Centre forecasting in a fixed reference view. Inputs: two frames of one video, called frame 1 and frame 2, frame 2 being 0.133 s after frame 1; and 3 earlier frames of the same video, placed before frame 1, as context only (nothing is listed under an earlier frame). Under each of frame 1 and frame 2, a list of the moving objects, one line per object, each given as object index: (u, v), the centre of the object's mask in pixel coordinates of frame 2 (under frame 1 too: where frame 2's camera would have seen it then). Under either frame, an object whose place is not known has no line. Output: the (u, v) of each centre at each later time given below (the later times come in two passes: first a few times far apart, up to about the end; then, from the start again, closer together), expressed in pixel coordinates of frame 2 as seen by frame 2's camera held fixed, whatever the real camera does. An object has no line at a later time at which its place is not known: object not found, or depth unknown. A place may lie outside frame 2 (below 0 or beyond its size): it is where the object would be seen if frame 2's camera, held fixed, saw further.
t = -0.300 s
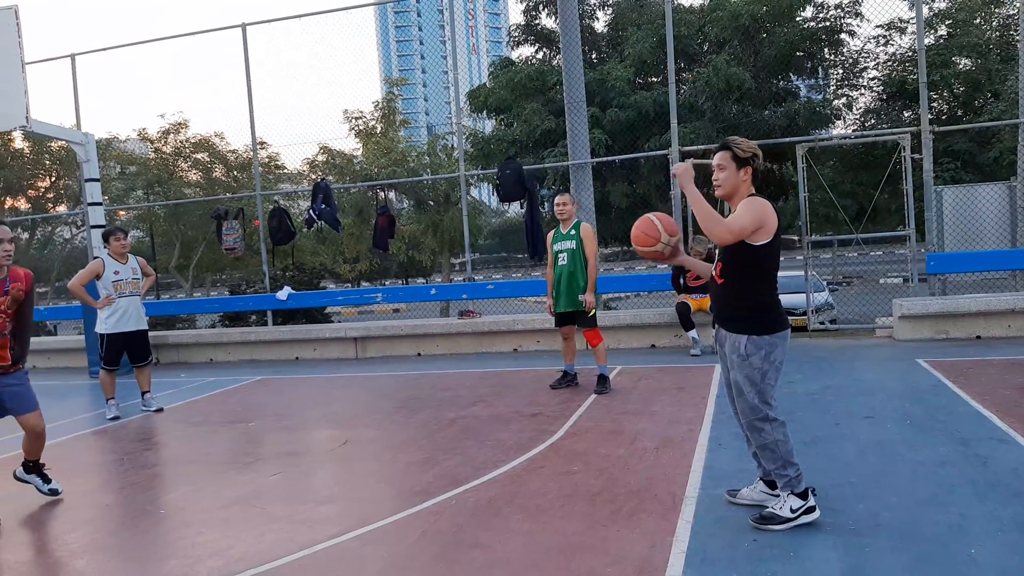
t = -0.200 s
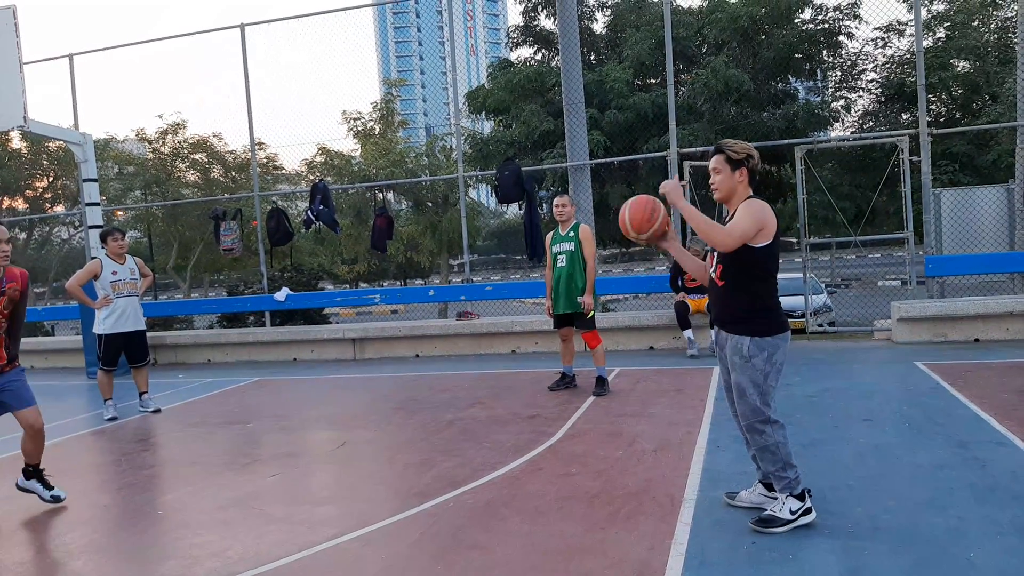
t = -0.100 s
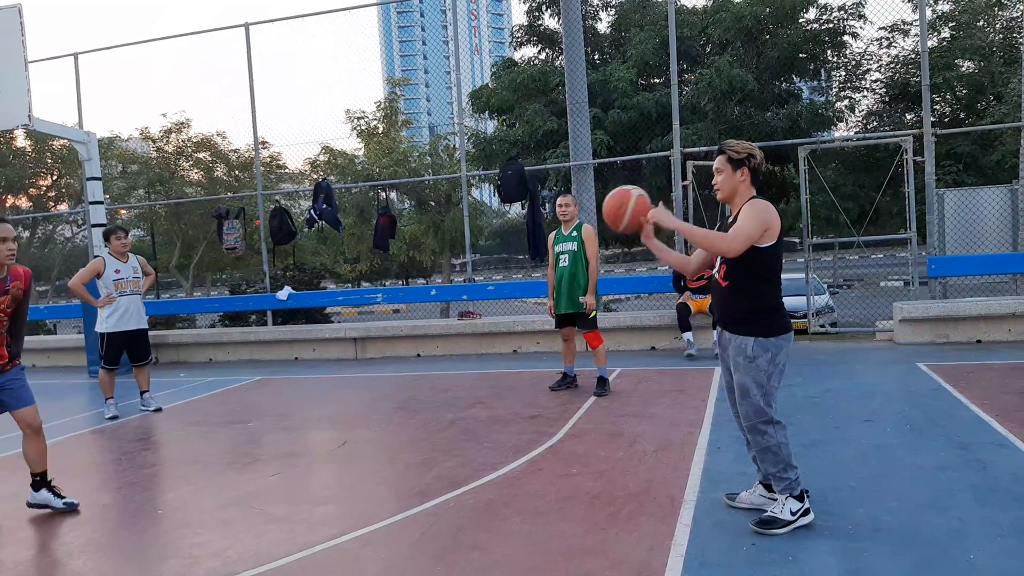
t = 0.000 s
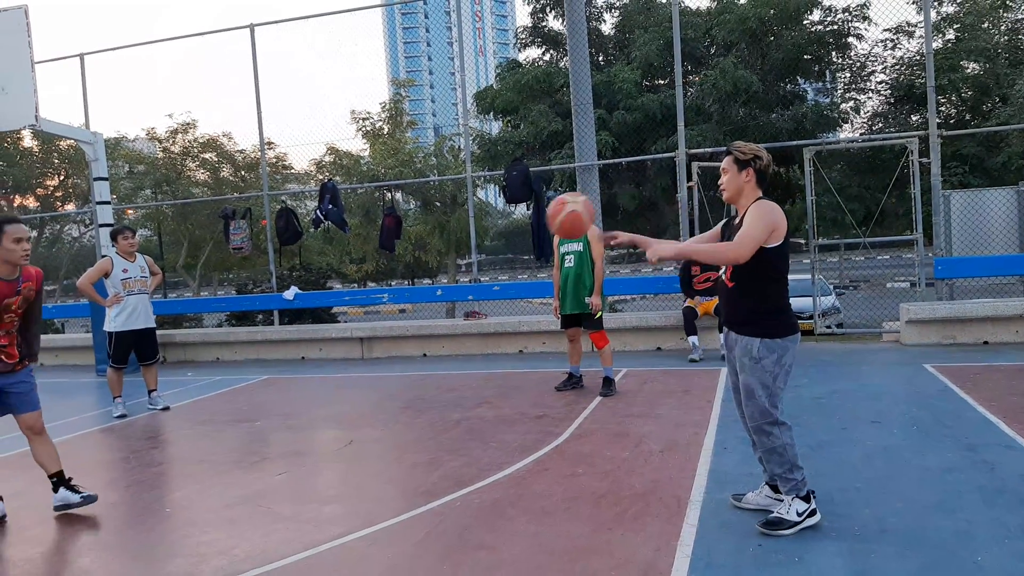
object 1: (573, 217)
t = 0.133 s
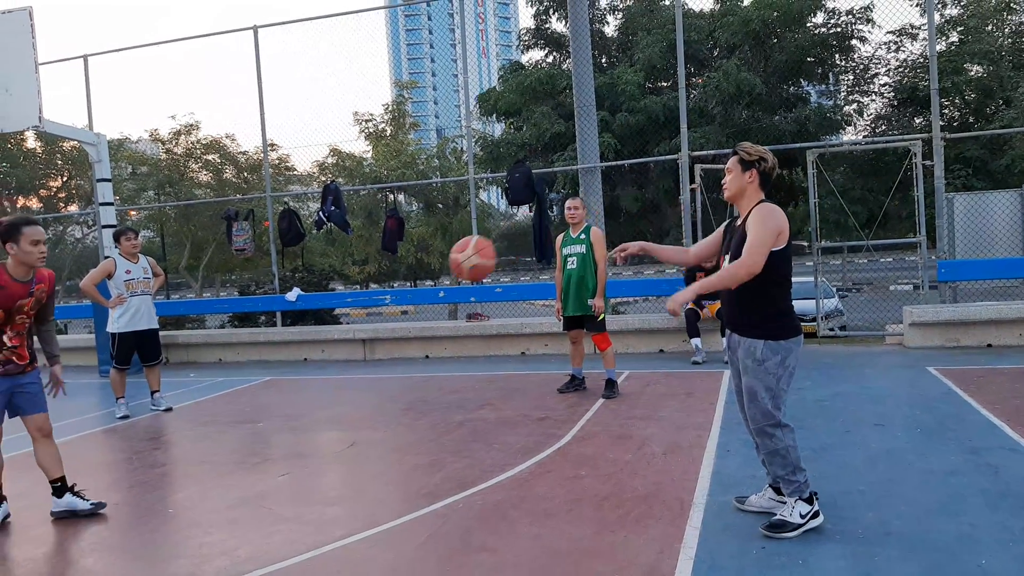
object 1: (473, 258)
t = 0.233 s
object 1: (402, 310)
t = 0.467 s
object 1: (255, 470)
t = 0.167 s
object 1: (449, 273)
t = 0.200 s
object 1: (425, 290)
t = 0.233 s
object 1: (402, 310)
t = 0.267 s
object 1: (380, 330)
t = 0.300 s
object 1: (357, 353)
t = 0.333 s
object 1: (335, 378)
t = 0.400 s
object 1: (291, 434)
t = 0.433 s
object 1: (272, 463)
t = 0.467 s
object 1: (255, 470)
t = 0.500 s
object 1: (241, 450)
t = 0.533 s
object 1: (230, 428)
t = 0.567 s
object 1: (217, 410)
